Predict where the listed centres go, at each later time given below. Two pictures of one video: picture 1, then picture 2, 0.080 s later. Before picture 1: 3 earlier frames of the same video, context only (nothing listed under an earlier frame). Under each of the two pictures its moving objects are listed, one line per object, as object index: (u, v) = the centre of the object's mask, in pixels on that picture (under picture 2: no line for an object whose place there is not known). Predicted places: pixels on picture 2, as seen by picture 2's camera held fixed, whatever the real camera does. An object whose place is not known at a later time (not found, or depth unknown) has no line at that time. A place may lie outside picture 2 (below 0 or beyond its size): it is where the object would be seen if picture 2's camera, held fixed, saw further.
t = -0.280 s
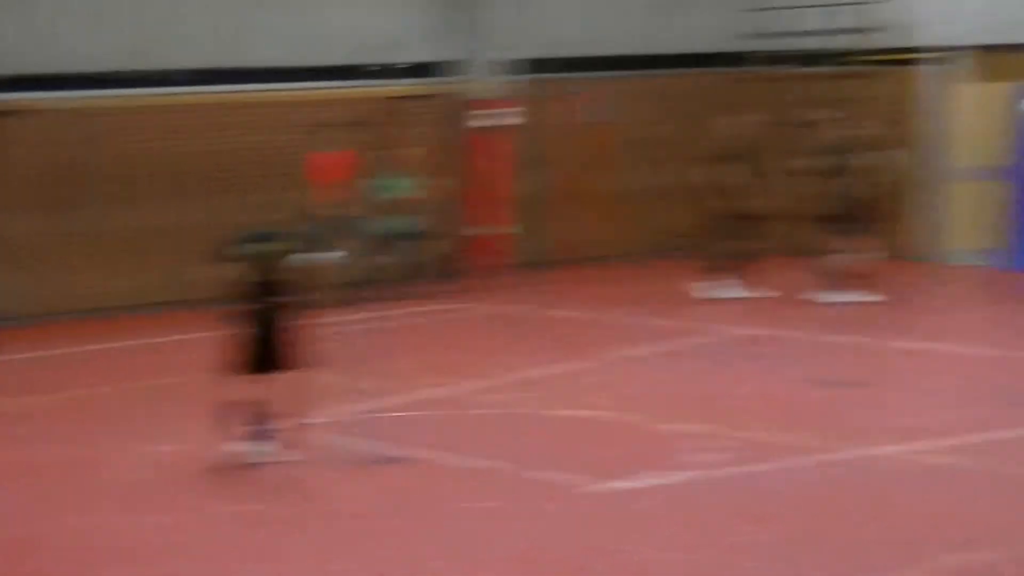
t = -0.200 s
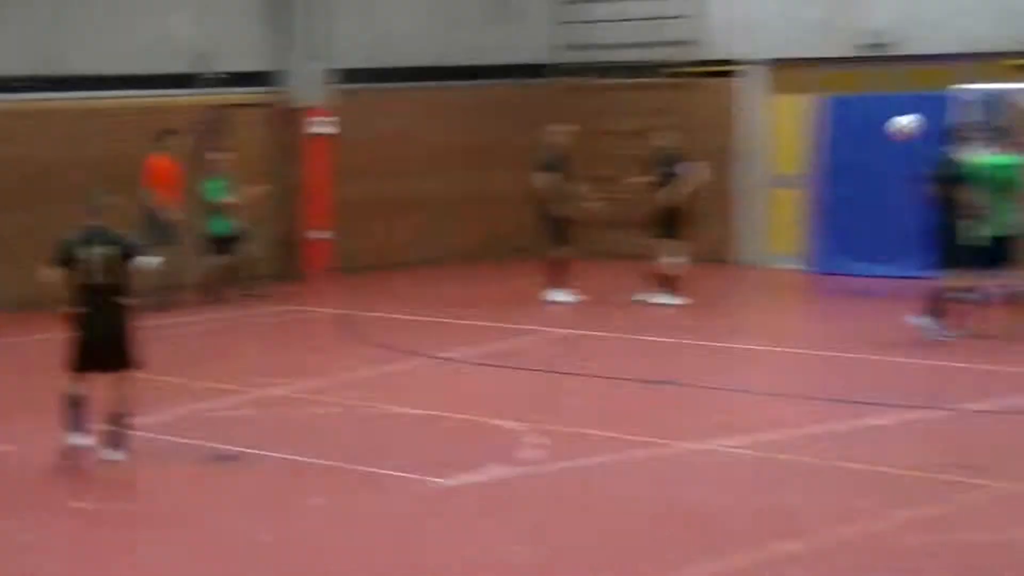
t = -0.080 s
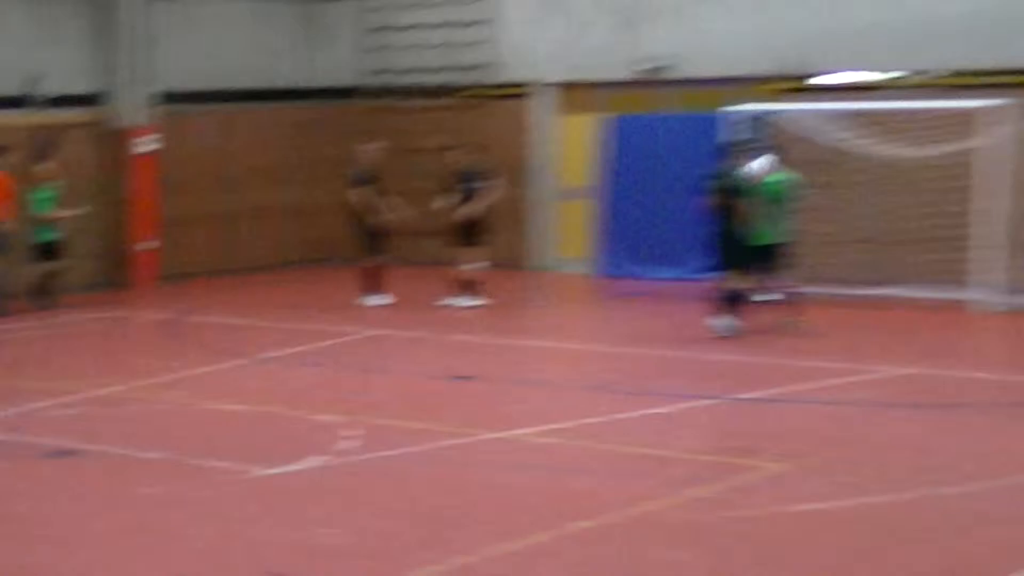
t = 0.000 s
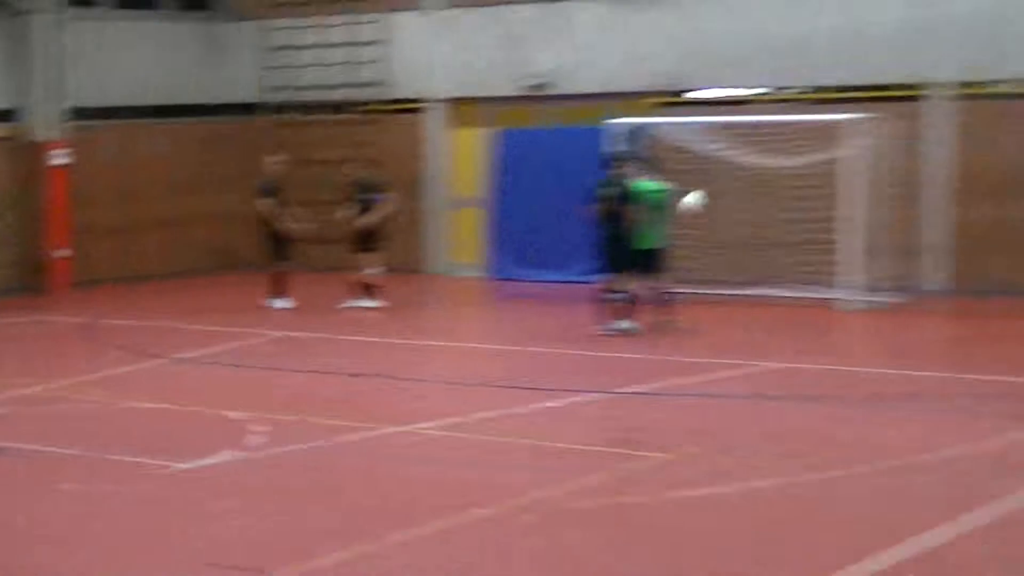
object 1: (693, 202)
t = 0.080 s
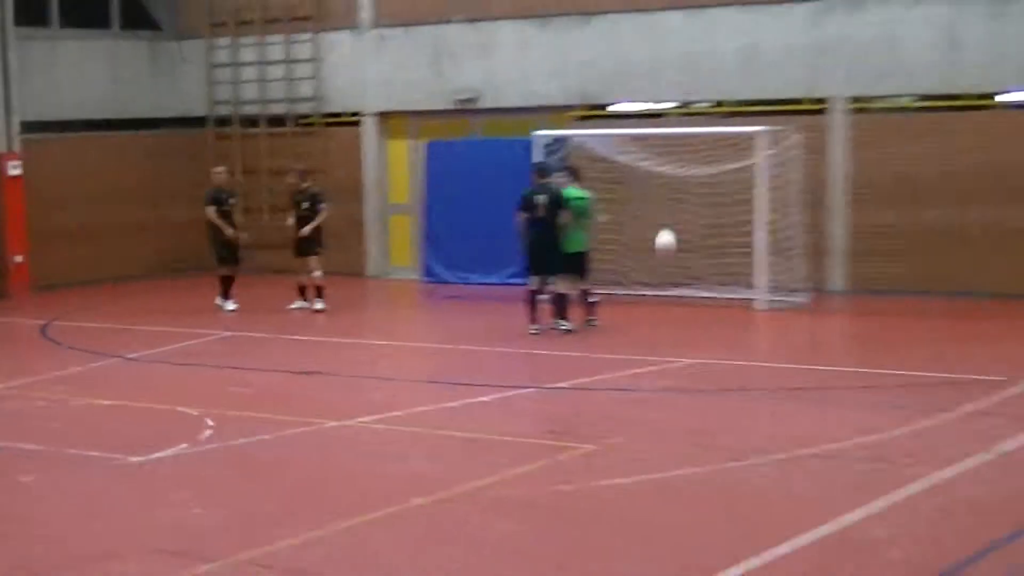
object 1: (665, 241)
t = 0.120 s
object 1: (689, 260)
